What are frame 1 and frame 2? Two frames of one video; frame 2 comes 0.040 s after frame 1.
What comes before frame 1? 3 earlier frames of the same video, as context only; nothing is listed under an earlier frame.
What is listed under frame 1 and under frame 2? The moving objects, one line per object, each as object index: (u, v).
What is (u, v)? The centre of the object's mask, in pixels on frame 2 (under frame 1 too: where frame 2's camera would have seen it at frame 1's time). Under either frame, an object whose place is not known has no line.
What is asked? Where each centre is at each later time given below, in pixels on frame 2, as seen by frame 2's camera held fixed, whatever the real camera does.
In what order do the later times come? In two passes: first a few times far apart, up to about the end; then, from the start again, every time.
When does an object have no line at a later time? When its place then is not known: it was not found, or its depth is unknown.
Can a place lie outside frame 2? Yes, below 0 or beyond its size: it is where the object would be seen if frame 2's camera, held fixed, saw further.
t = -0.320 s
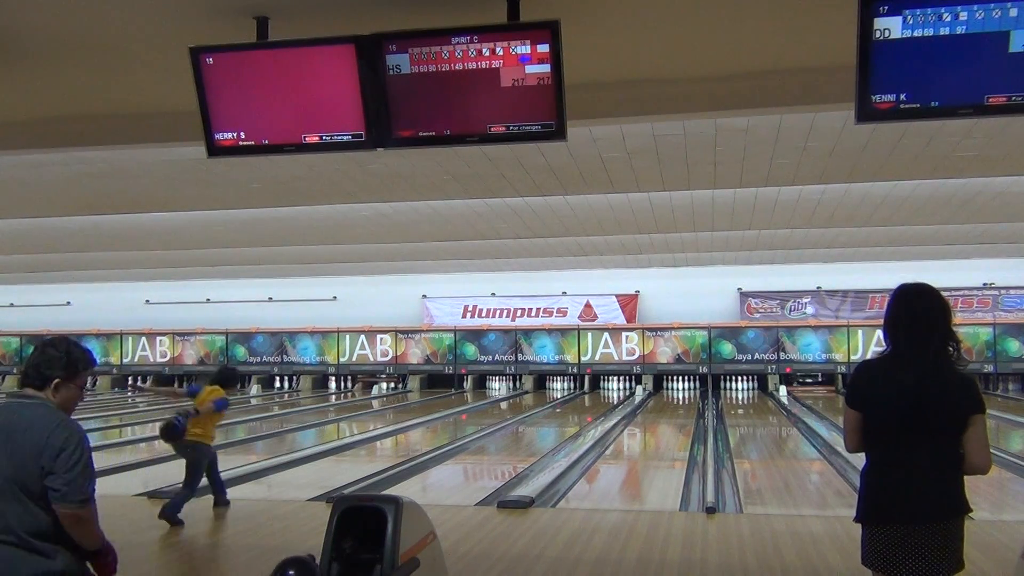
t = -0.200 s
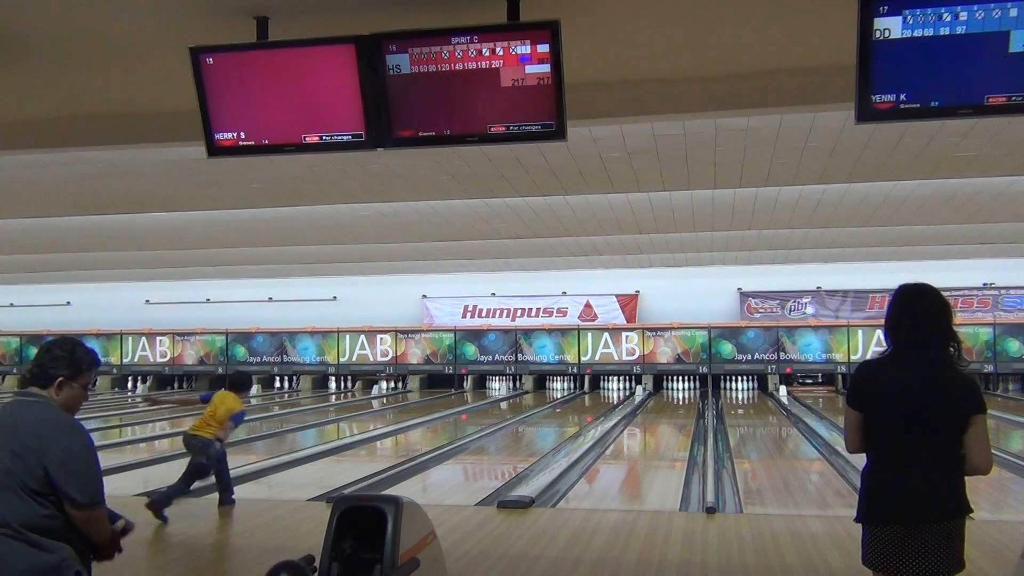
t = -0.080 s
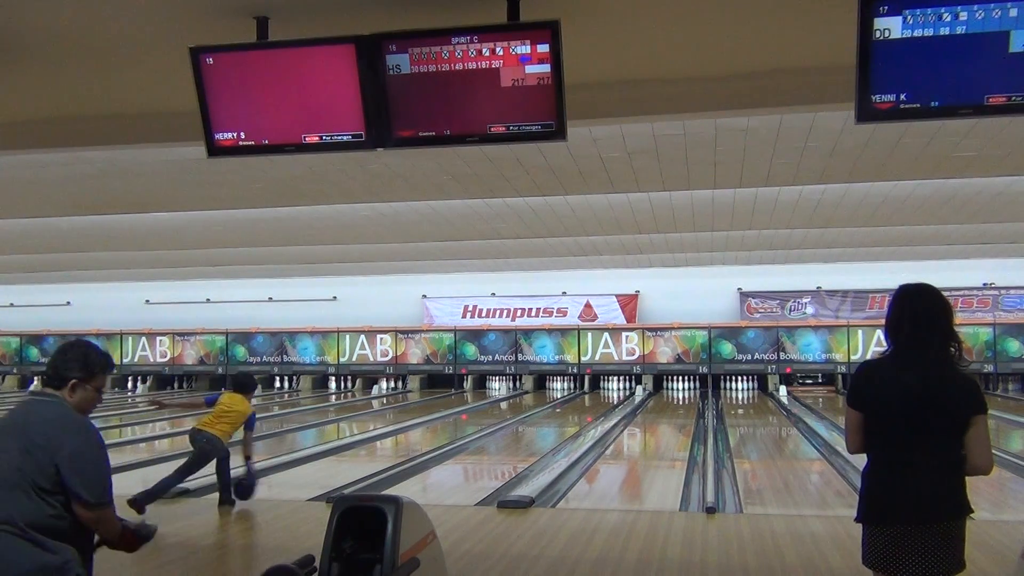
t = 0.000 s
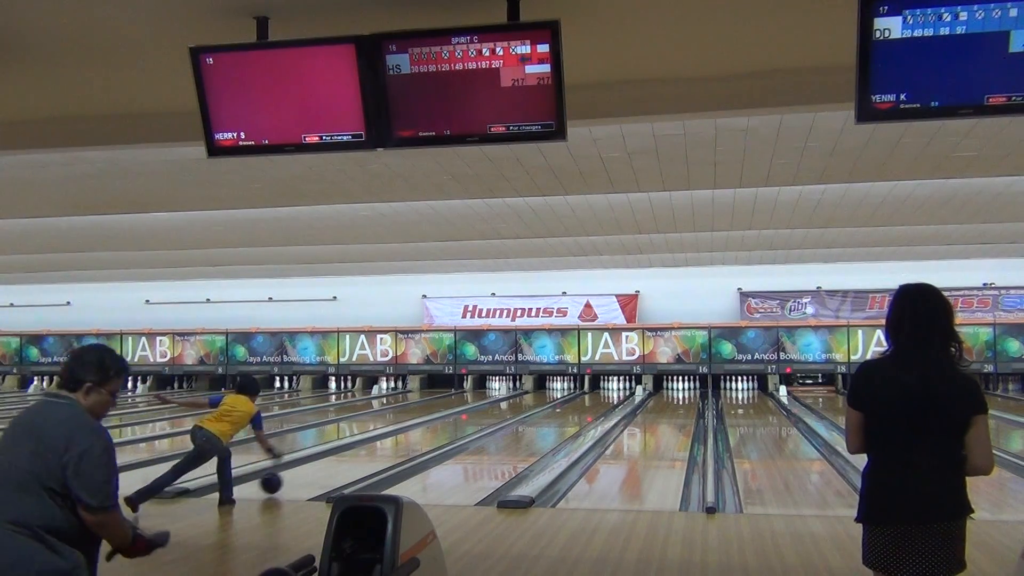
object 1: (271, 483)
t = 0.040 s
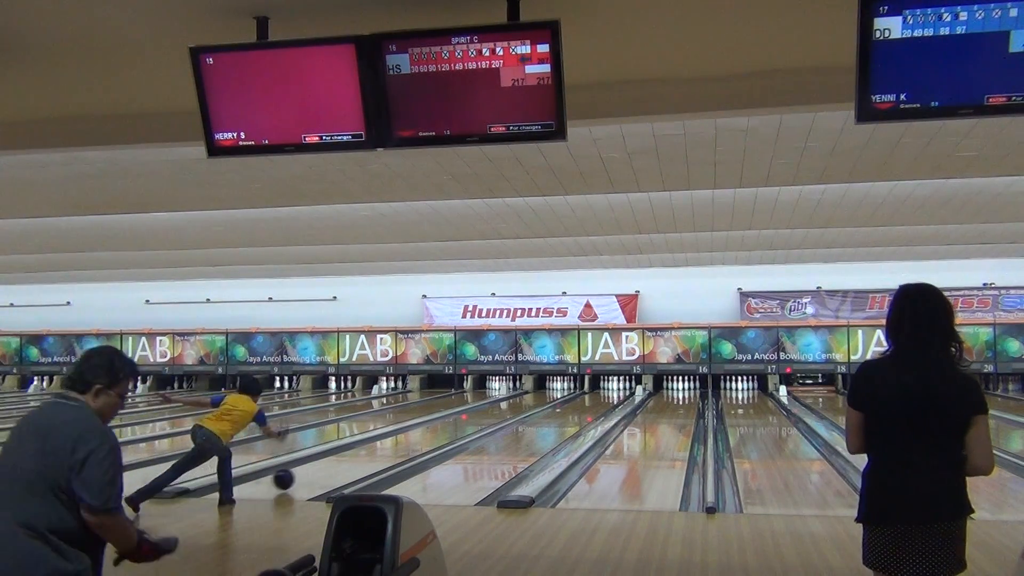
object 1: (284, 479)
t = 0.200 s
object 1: (327, 467)
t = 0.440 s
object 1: (379, 451)
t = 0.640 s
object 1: (413, 440)
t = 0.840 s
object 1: (440, 431)
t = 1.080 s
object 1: (467, 422)
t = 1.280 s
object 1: (486, 417)
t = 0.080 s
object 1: (295, 477)
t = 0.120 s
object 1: (306, 473)
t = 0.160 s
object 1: (317, 470)
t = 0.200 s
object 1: (327, 467)
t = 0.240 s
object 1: (336, 465)
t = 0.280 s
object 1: (346, 461)
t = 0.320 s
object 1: (355, 458)
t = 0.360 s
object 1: (363, 455)
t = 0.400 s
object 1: (371, 453)
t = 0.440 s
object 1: (379, 451)
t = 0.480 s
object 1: (386, 448)
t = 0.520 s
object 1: (393, 446)
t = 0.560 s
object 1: (400, 444)
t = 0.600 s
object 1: (406, 442)
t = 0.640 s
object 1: (413, 440)
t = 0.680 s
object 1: (418, 438)
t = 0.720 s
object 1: (424, 436)
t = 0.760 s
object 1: (430, 434)
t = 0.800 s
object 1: (435, 432)
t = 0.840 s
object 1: (440, 431)
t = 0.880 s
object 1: (445, 429)
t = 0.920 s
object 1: (450, 428)
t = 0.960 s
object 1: (454, 426)
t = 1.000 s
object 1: (459, 425)
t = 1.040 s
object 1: (463, 424)
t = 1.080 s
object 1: (467, 422)
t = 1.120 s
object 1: (471, 421)
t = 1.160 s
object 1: (475, 420)
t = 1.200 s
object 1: (479, 419)
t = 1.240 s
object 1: (482, 418)
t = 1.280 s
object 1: (486, 417)
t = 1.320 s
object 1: (489, 415)
